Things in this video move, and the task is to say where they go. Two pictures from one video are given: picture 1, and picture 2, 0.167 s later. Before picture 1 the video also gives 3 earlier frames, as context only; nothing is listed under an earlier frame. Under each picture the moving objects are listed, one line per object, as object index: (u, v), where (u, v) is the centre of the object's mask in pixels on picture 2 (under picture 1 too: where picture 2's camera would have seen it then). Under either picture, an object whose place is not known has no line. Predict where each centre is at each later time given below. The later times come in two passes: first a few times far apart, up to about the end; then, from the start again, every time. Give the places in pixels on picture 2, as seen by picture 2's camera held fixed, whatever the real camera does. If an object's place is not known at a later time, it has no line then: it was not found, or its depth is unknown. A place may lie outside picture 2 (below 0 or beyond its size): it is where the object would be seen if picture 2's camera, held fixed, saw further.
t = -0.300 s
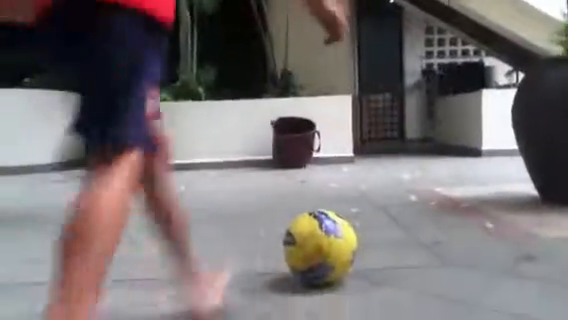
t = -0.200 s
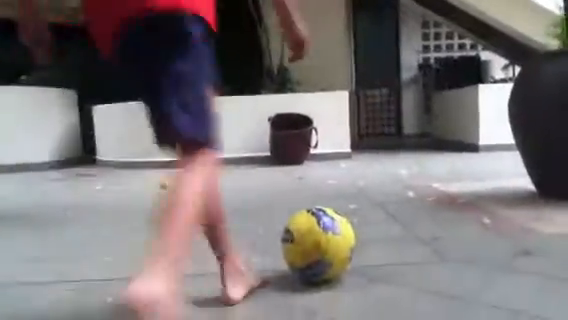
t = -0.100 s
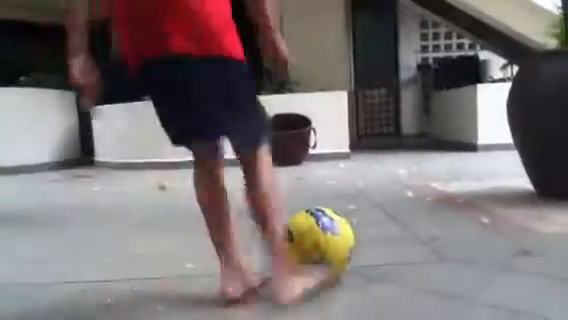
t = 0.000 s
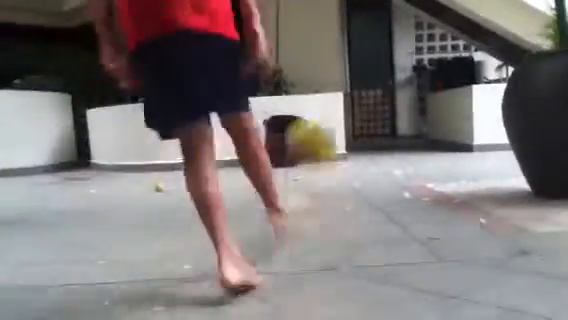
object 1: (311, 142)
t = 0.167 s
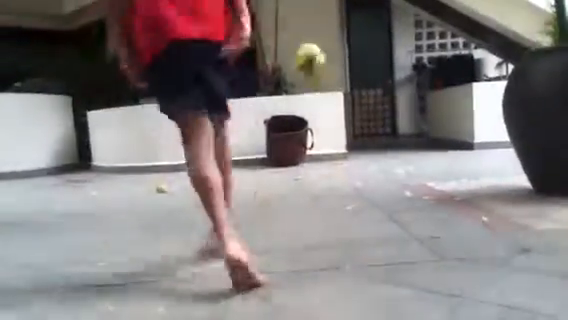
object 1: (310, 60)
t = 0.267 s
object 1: (310, 53)
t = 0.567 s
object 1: (312, 96)
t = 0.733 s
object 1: (325, 135)
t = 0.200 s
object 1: (311, 55)
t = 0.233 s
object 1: (310, 54)
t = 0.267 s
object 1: (310, 53)
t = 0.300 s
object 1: (308, 54)
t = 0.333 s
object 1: (309, 55)
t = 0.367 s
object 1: (308, 56)
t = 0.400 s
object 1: (308, 62)
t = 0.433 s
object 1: (309, 67)
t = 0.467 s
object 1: (311, 74)
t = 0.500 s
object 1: (312, 80)
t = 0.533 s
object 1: (312, 88)
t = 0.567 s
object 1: (312, 96)
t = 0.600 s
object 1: (311, 105)
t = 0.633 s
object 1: (313, 109)
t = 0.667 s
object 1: (316, 117)
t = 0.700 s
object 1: (321, 126)
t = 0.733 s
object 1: (325, 135)
